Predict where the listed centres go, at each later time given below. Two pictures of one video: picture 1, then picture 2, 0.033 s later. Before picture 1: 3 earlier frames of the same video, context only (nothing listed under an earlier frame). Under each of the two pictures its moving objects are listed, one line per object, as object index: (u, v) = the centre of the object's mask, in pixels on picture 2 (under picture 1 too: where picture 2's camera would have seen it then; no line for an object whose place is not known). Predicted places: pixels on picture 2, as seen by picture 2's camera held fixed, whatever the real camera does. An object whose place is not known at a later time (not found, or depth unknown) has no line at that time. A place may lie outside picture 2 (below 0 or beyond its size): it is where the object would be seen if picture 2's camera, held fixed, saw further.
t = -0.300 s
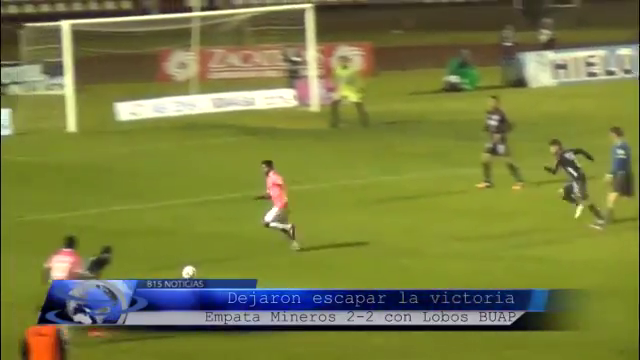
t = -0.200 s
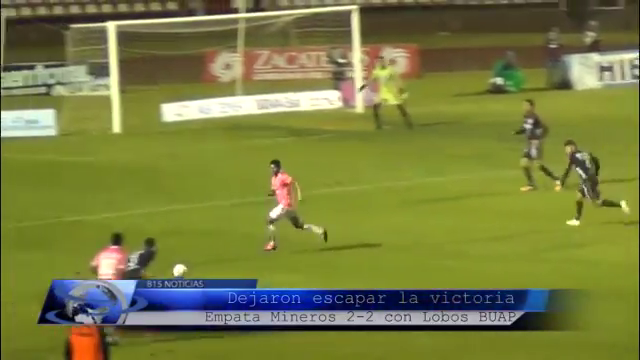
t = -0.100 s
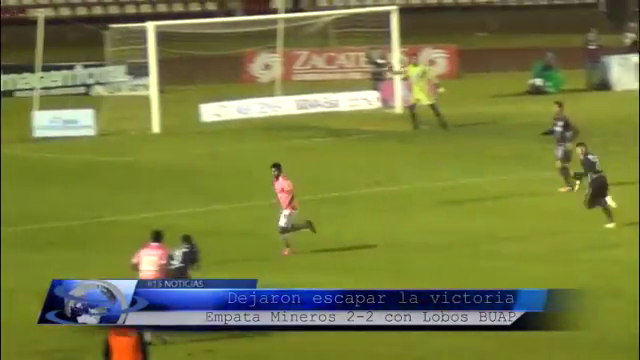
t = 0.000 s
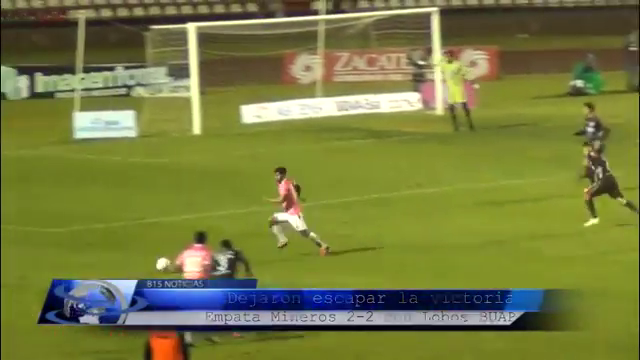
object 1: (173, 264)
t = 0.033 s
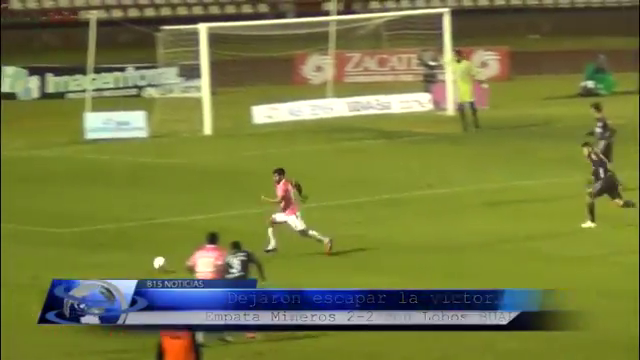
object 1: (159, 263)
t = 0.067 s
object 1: (144, 262)
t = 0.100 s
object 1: (131, 262)
